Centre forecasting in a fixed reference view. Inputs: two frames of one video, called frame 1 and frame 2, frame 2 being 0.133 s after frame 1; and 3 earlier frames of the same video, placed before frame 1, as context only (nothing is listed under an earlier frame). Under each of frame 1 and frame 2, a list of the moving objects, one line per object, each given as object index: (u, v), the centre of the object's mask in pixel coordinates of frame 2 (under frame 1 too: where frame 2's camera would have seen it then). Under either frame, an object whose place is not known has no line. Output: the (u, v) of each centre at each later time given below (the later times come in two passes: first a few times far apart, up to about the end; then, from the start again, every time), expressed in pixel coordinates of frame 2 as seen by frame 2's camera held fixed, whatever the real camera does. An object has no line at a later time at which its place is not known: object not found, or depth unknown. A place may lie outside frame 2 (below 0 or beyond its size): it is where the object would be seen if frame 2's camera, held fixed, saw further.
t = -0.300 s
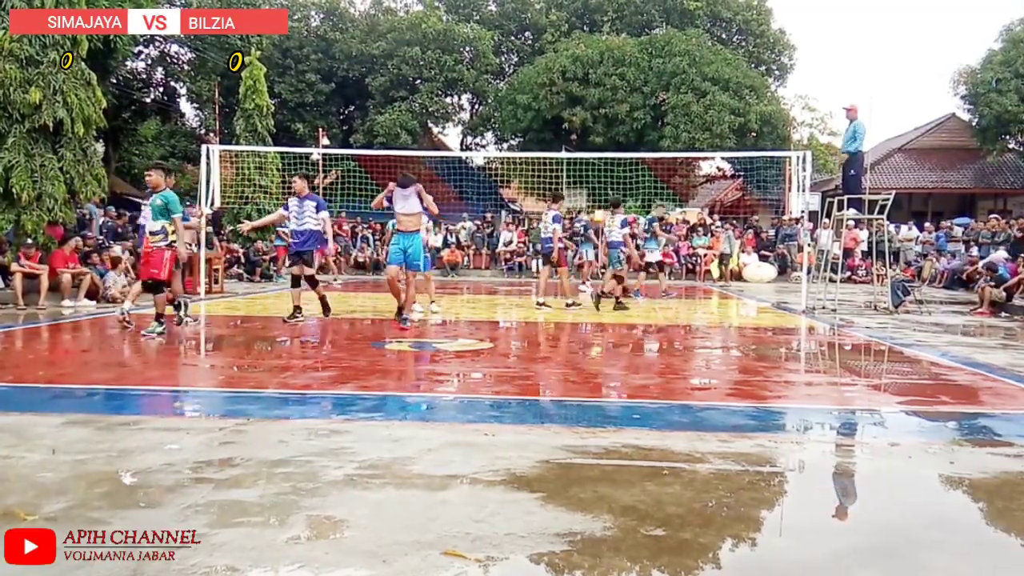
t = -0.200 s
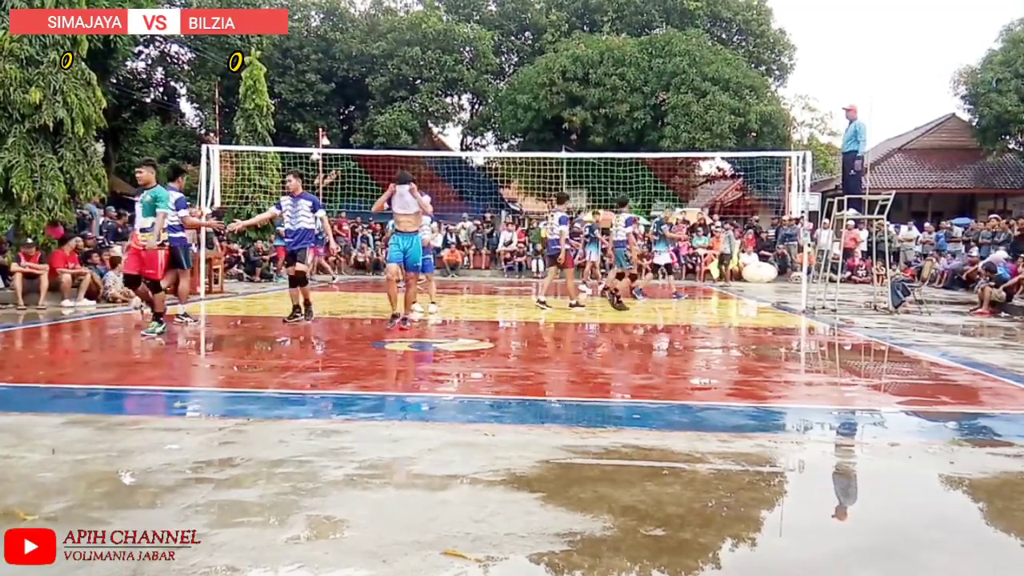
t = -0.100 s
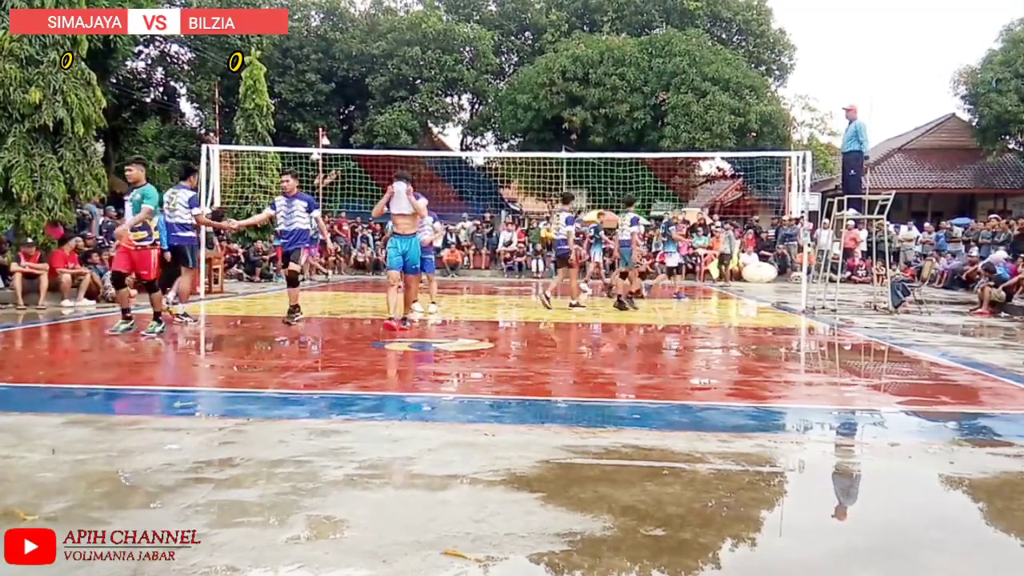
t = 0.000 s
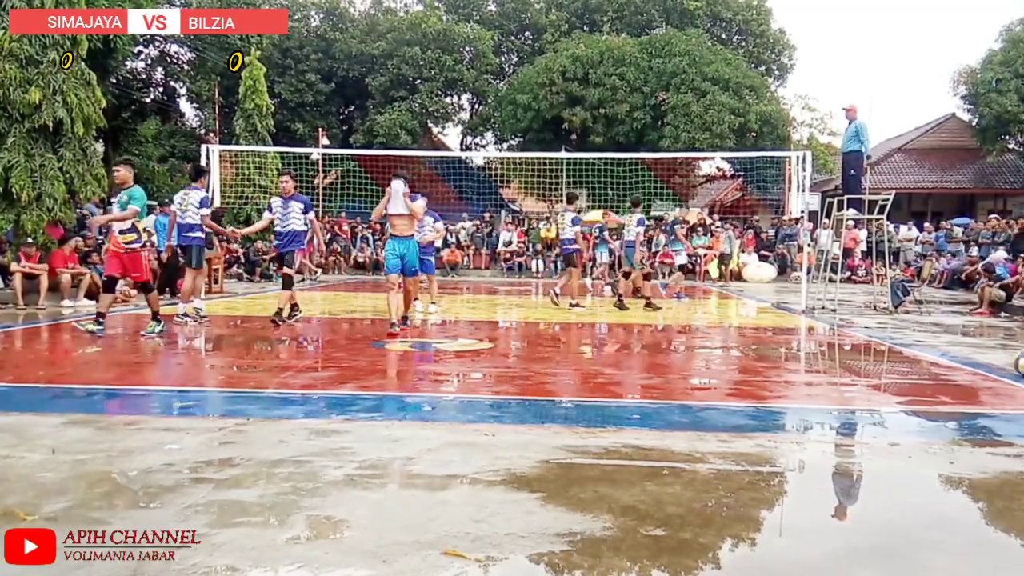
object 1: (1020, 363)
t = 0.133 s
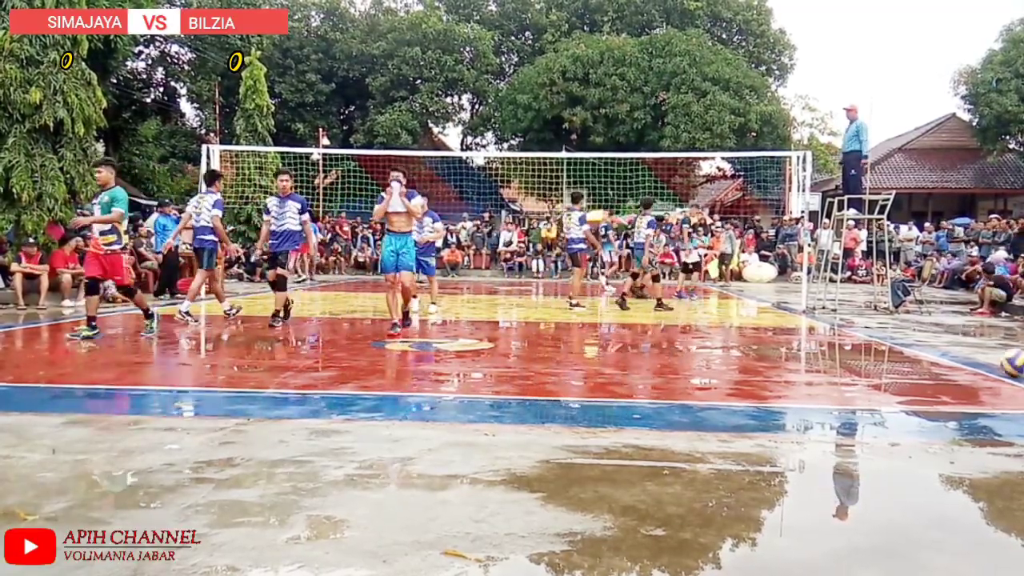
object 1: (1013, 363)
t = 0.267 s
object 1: (1006, 364)
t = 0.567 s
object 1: (977, 368)
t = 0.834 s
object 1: (951, 372)
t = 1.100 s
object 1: (923, 375)
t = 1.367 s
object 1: (896, 378)
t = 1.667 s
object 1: (865, 381)
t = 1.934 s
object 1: (838, 384)
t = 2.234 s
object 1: (807, 388)
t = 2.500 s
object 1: (778, 391)
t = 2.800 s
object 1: (744, 396)
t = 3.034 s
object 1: (718, 399)
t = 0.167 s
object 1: (1011, 363)
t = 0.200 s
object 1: (1009, 363)
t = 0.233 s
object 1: (1009, 364)
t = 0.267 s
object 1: (1006, 364)
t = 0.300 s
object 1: (1001, 364)
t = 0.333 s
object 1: (998, 364)
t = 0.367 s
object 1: (996, 365)
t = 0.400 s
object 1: (992, 365)
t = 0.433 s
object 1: (989, 366)
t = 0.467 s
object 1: (986, 366)
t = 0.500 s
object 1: (983, 367)
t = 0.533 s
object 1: (981, 368)
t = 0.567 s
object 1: (977, 368)
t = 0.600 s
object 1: (973, 368)
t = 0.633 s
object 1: (970, 369)
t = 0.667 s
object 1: (966, 370)
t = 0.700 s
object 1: (963, 370)
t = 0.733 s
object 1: (959, 371)
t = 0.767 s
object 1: (957, 372)
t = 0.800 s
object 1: (954, 372)
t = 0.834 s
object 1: (951, 372)
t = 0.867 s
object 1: (947, 372)
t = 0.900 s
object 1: (943, 373)
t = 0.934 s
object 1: (940, 373)
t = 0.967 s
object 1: (936, 374)
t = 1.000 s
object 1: (932, 374)
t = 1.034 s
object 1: (930, 374)
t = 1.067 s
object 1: (927, 375)
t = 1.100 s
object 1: (923, 375)
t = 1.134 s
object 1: (920, 375)
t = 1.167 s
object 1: (916, 375)
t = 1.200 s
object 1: (913, 376)
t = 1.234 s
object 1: (909, 376)
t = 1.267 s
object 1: (905, 377)
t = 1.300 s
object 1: (902, 378)
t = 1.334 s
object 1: (900, 377)
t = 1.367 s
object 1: (896, 378)
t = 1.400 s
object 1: (892, 378)
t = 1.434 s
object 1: (888, 378)
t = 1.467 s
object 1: (885, 378)
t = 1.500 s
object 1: (882, 378)
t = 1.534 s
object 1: (878, 379)
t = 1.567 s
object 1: (875, 379)
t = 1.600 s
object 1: (872, 380)
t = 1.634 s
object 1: (869, 380)
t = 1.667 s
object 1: (865, 381)
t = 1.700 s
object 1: (862, 381)
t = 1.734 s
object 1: (858, 381)
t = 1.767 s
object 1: (854, 382)
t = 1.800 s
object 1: (851, 382)
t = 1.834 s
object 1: (848, 383)
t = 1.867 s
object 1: (844, 383)
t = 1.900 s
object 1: (841, 384)
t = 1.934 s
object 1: (838, 384)
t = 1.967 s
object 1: (835, 384)
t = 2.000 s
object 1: (831, 385)
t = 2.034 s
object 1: (828, 385)
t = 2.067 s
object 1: (824, 385)
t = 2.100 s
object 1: (821, 386)
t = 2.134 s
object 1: (817, 387)
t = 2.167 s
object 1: (814, 387)
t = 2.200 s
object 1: (811, 387)
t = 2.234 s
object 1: (807, 388)
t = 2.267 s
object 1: (804, 388)
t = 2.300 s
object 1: (800, 389)
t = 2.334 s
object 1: (797, 389)
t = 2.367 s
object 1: (793, 389)
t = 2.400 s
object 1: (789, 389)
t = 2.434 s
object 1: (785, 390)
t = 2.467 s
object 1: (782, 391)
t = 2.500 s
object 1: (778, 391)
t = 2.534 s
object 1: (775, 392)
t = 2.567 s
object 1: (771, 393)
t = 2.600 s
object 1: (767, 393)
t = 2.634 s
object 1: (764, 394)
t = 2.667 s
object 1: (760, 394)
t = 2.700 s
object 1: (756, 395)
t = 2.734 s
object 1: (752, 395)
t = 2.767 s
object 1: (748, 396)
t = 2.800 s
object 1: (744, 396)
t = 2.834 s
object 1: (741, 396)
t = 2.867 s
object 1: (737, 396)
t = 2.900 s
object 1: (733, 397)
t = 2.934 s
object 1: (730, 397)
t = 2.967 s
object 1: (726, 398)
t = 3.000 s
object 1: (722, 399)
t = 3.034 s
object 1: (718, 399)
